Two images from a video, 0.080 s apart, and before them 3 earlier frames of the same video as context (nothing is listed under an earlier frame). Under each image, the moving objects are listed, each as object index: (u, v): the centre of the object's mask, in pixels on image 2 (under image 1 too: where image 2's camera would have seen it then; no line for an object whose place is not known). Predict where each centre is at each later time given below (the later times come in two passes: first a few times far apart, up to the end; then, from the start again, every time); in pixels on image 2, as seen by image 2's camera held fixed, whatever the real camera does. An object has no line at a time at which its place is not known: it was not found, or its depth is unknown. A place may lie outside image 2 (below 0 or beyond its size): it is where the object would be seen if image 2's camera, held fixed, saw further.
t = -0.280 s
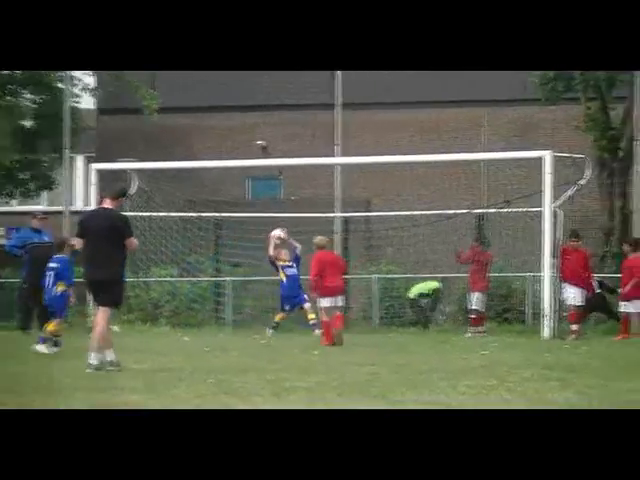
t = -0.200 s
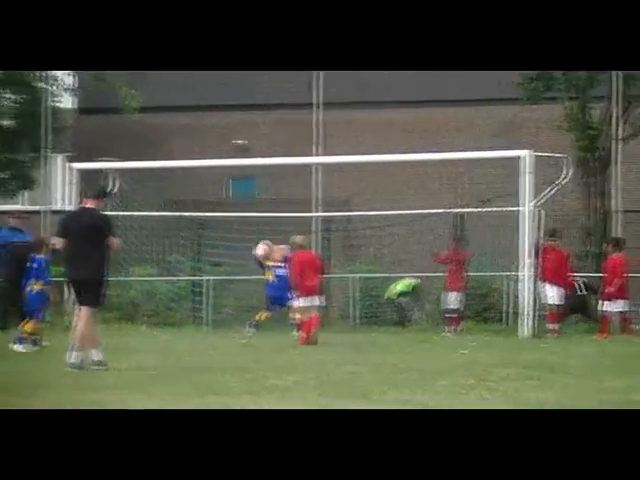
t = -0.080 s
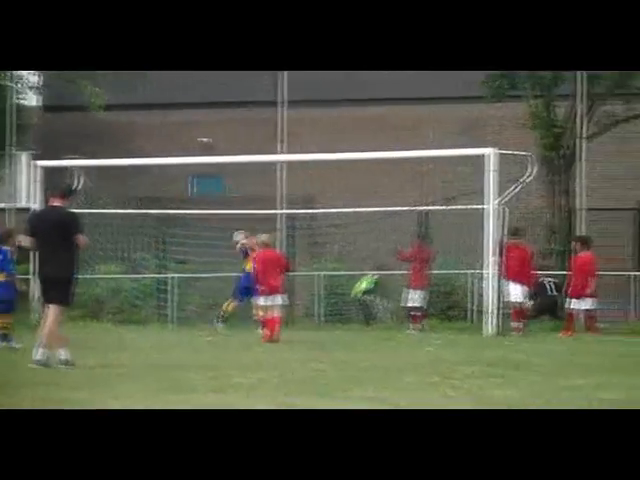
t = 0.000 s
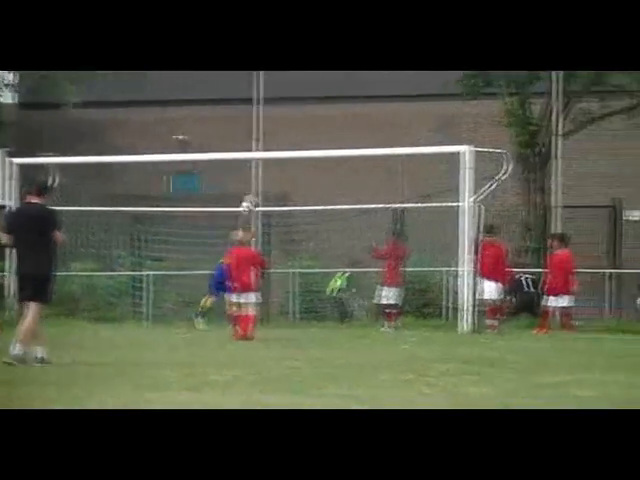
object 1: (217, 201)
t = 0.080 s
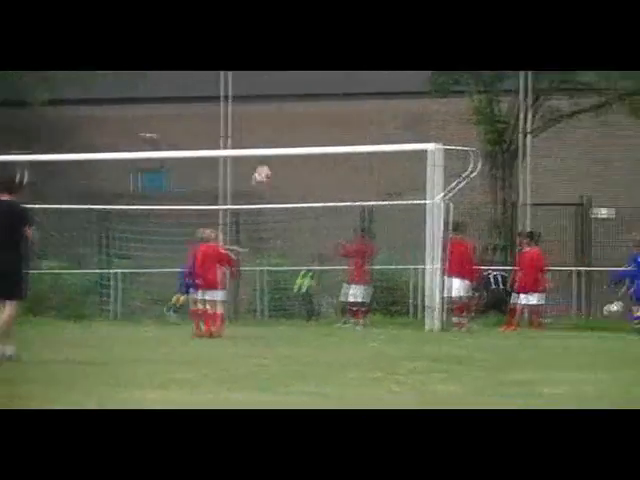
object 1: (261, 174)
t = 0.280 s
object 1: (378, 125)
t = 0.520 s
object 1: (521, 103)
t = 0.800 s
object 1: (708, 131)
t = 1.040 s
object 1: (885, 212)
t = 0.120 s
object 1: (284, 163)
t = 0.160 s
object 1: (308, 151)
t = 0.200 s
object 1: (331, 142)
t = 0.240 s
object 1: (354, 133)
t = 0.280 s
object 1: (378, 125)
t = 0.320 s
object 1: (401, 118)
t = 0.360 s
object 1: (425, 114)
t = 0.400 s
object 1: (450, 109)
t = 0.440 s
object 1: (474, 106)
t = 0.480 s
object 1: (498, 104)
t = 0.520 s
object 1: (521, 103)
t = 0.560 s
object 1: (547, 103)
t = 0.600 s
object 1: (574, 105)
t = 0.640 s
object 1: (599, 108)
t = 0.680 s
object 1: (626, 111)
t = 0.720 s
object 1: (653, 117)
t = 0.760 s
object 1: (679, 123)
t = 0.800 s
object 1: (708, 131)
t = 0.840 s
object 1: (736, 140)
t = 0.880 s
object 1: (764, 151)
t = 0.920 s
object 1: (794, 164)
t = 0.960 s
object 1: (825, 178)
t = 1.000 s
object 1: (854, 193)
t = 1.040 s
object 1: (885, 212)
